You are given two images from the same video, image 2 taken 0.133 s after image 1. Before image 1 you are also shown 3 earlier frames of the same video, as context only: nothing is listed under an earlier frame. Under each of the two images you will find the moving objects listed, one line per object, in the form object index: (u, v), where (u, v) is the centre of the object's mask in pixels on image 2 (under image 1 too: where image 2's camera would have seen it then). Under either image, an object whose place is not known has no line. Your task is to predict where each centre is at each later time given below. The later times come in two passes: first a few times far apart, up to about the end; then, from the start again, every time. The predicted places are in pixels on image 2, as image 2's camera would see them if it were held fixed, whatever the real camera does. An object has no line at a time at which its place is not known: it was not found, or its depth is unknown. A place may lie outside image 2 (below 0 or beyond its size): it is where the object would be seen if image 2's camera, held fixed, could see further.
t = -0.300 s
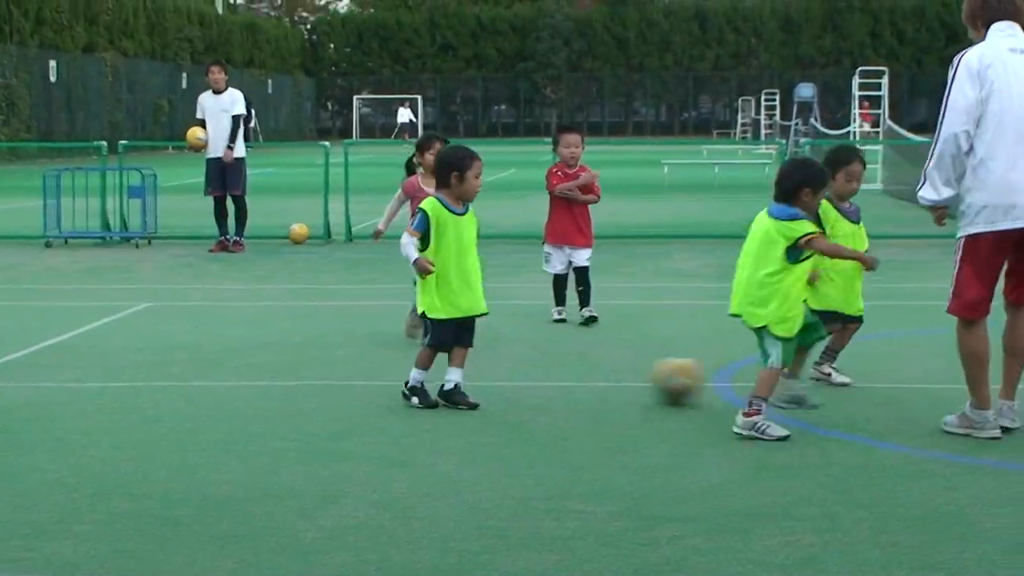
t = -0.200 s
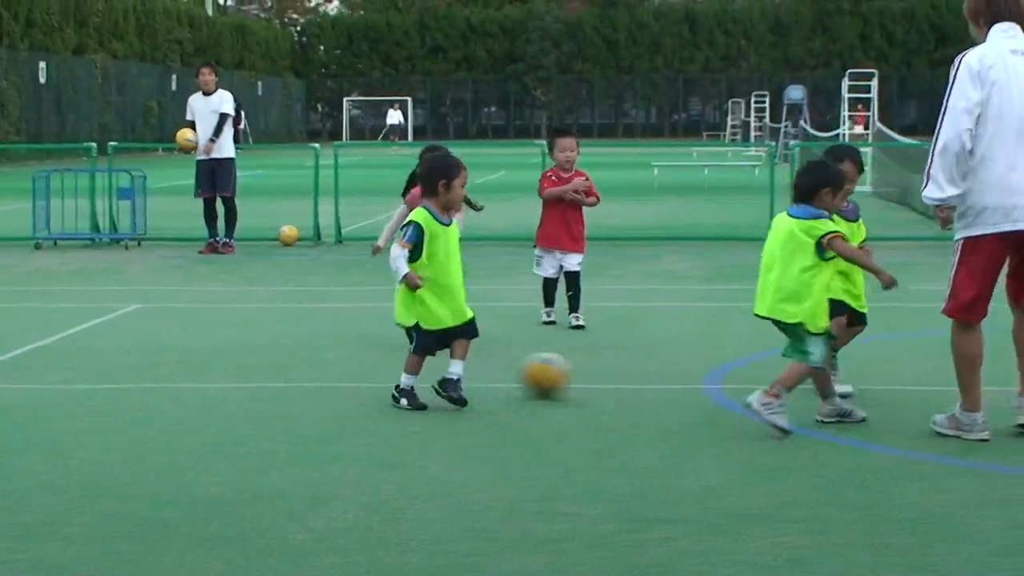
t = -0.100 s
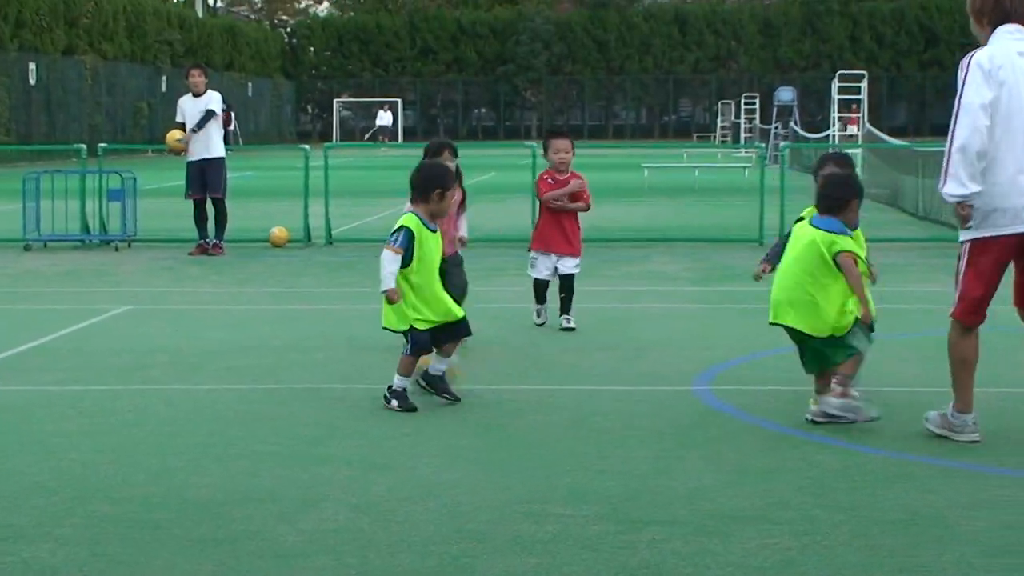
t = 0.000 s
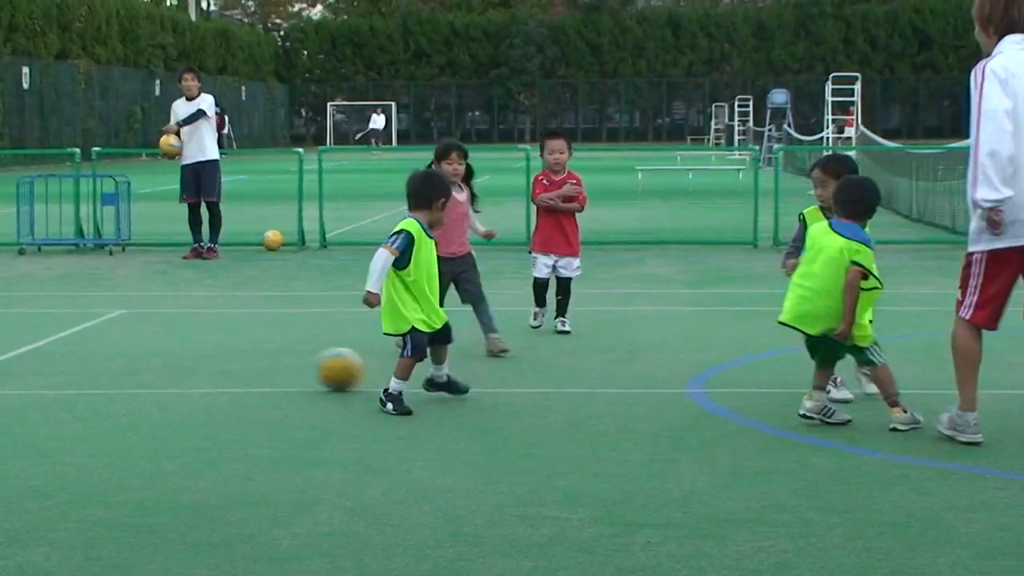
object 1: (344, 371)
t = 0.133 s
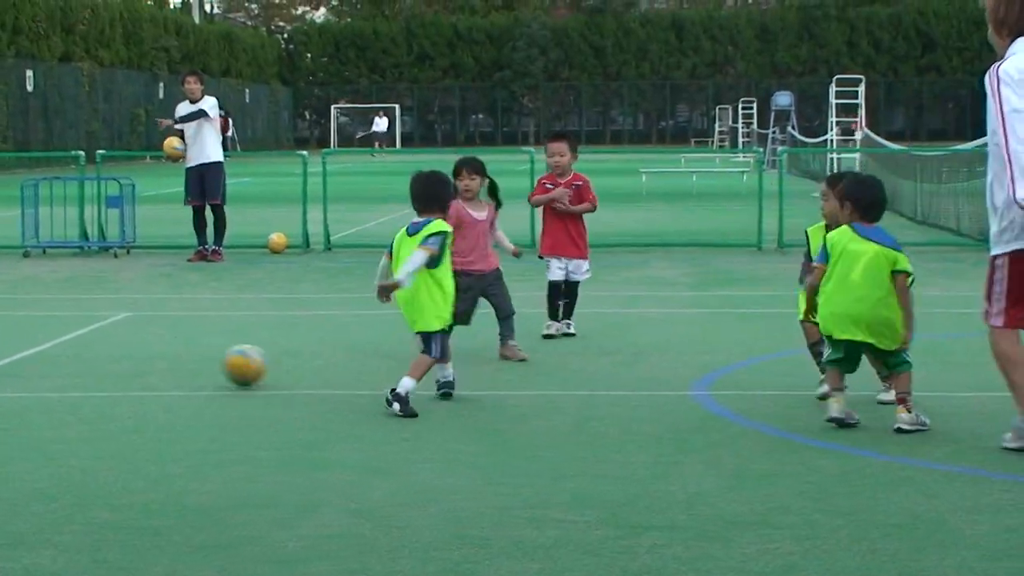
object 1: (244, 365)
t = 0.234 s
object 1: (175, 364)
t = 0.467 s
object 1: (21, 359)
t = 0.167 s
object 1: (221, 365)
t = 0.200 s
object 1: (197, 365)
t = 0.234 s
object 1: (175, 364)
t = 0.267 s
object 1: (152, 364)
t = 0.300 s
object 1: (129, 363)
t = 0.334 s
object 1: (107, 362)
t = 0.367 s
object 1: (86, 361)
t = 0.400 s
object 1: (64, 361)
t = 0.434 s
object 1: (43, 361)
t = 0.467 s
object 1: (21, 359)
